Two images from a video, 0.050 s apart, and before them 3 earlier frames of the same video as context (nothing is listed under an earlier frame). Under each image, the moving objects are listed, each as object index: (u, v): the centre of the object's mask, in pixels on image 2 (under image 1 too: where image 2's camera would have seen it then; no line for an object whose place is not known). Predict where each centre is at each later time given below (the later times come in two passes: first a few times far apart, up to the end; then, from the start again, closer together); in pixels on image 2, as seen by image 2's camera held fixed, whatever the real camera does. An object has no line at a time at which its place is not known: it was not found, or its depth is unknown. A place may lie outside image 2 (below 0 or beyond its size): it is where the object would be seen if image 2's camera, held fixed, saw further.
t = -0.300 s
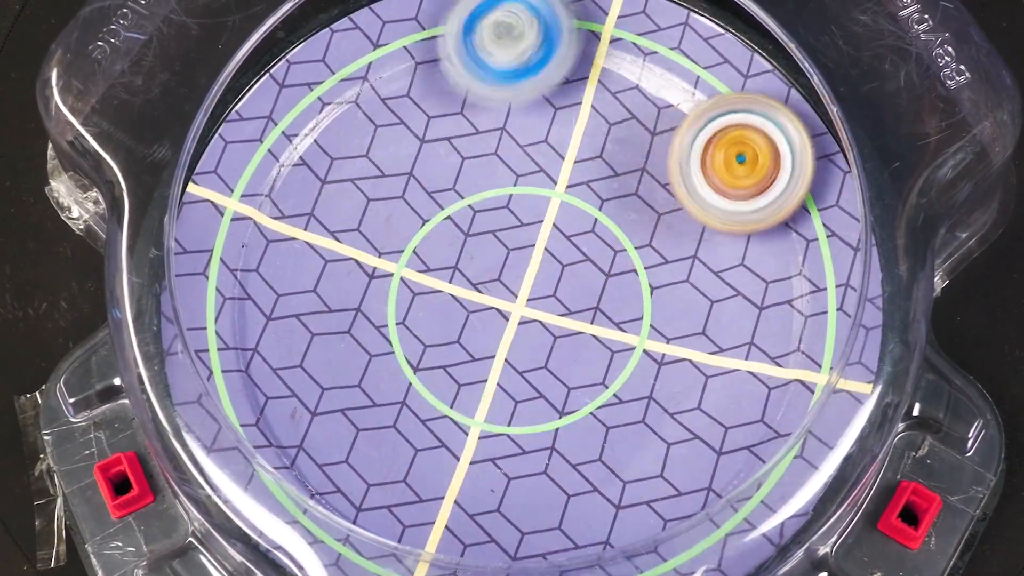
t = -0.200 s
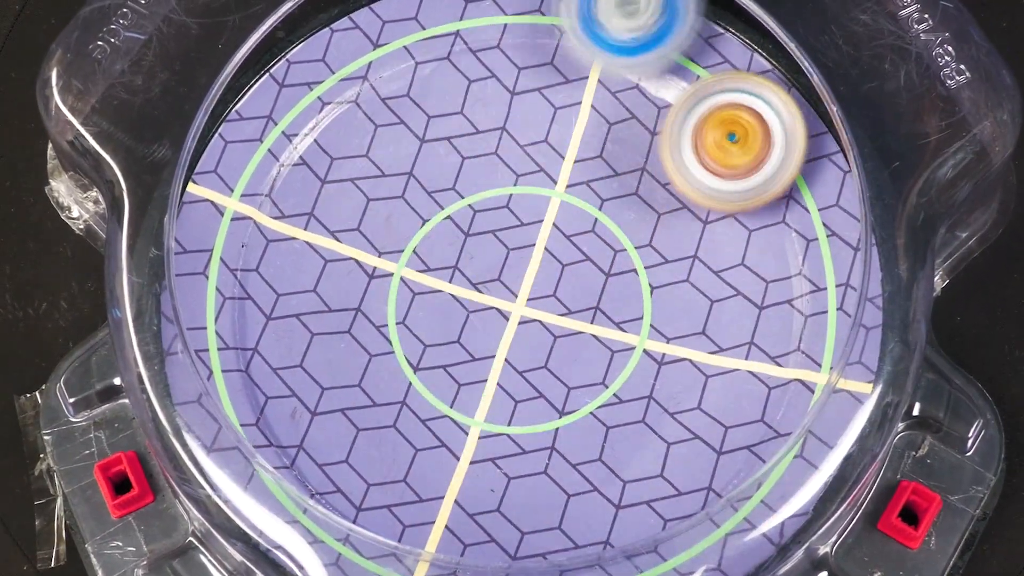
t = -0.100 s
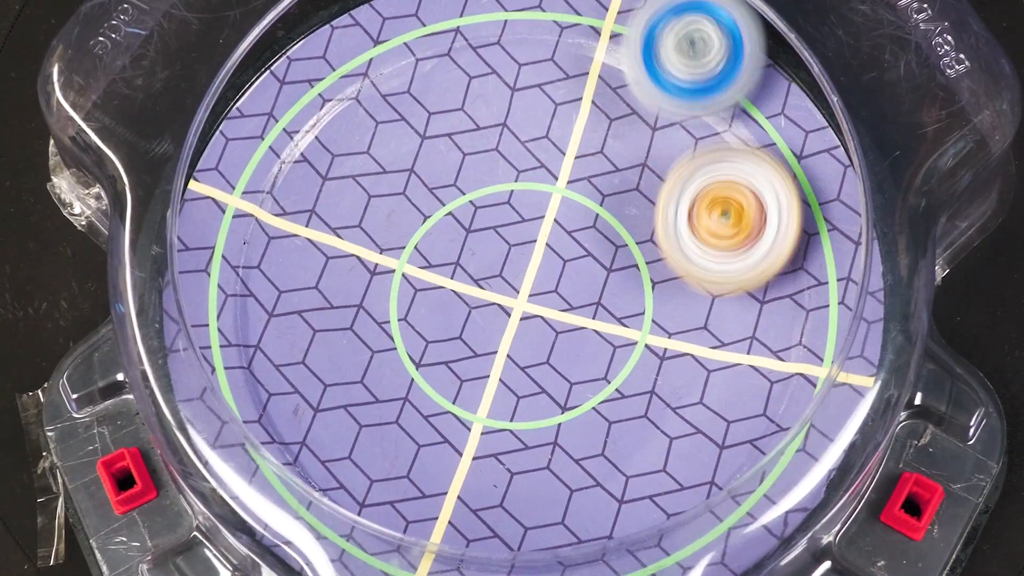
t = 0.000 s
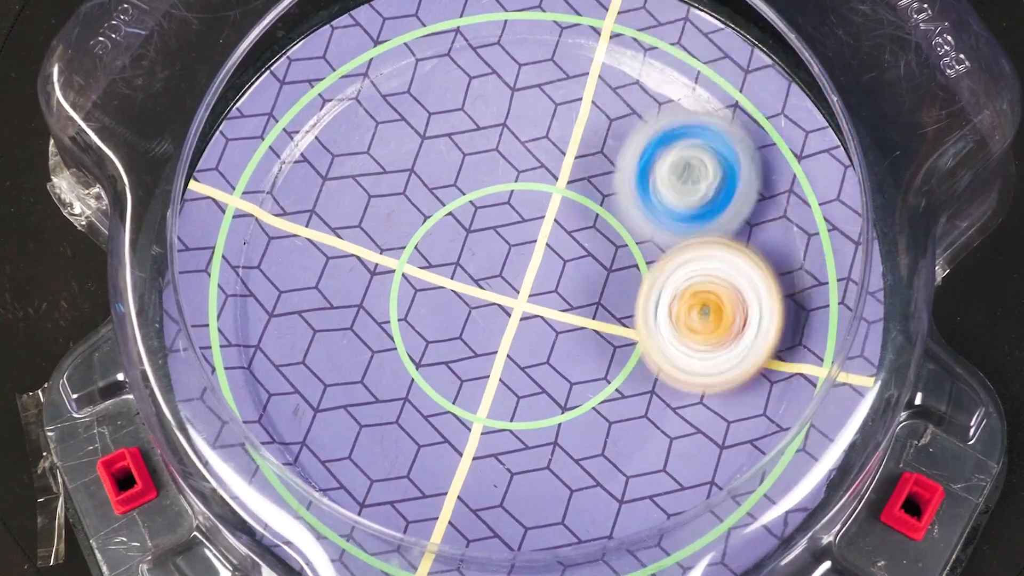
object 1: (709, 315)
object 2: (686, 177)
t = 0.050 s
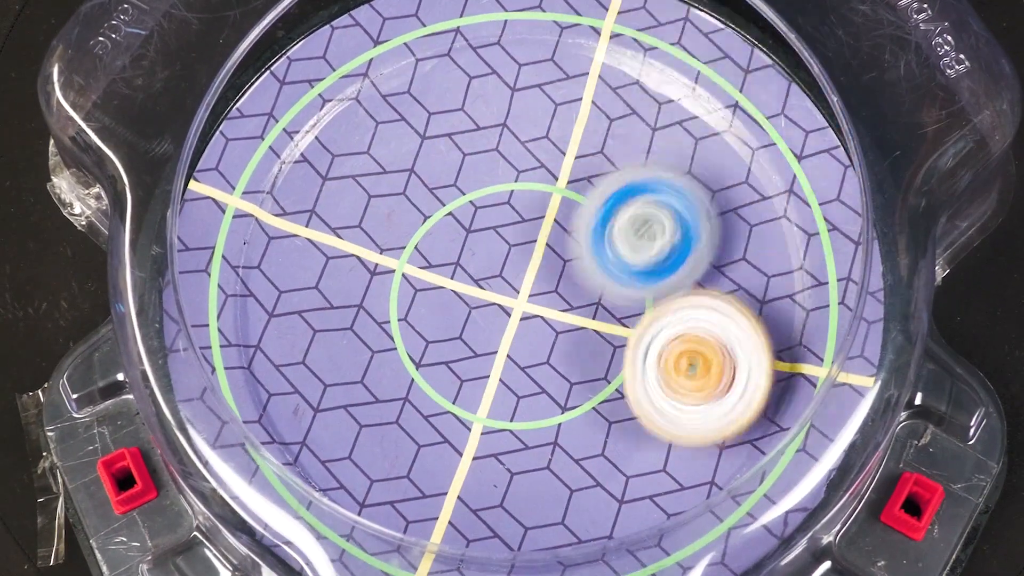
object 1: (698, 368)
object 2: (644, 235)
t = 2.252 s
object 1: (543, 507)
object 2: (659, 365)
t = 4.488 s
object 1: (525, 118)
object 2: (509, 351)
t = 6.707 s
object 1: (350, 498)
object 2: (439, 268)
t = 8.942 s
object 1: (636, 177)
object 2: (416, 275)
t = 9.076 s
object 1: (631, 224)
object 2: (464, 239)
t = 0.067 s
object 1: (694, 386)
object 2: (626, 248)
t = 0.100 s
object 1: (688, 415)
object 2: (583, 272)
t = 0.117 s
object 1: (684, 428)
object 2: (559, 281)
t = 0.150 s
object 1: (677, 443)
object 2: (509, 286)
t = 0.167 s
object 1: (676, 454)
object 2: (485, 287)
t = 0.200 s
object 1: (668, 458)
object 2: (440, 278)
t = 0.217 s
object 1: (666, 461)
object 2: (418, 270)
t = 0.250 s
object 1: (664, 464)
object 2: (380, 245)
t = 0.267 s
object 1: (664, 464)
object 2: (363, 230)
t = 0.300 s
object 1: (666, 461)
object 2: (338, 199)
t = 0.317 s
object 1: (668, 459)
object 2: (330, 179)
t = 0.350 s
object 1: (672, 454)
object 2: (318, 140)
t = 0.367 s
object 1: (675, 451)
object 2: (315, 121)
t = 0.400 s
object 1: (682, 443)
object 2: (334, 86)
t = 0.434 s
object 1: (689, 433)
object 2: (357, 60)
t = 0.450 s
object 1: (693, 428)
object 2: (365, 52)
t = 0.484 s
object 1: (701, 418)
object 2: (383, 37)
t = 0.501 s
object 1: (704, 412)
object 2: (392, 32)
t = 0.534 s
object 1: (708, 400)
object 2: (419, 29)
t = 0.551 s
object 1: (709, 395)
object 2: (435, 31)
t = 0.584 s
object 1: (709, 384)
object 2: (464, 37)
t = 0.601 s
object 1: (709, 379)
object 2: (480, 43)
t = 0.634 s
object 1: (706, 370)
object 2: (511, 59)
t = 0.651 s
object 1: (705, 365)
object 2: (526, 73)
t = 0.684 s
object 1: (702, 359)
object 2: (552, 111)
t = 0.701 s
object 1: (699, 356)
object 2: (562, 134)
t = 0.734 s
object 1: (694, 353)
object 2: (573, 178)
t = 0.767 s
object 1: (689, 352)
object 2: (572, 229)
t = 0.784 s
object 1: (687, 352)
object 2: (568, 248)
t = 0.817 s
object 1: (685, 355)
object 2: (548, 295)
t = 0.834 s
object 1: (687, 358)
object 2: (533, 310)
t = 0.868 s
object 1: (689, 365)
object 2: (497, 341)
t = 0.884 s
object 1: (690, 368)
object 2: (476, 354)
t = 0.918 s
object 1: (690, 373)
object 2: (432, 371)
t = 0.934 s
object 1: (690, 375)
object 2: (410, 376)
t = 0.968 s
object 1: (689, 380)
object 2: (369, 379)
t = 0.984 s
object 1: (688, 381)
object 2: (345, 377)
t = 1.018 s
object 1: (686, 384)
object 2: (306, 364)
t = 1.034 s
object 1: (684, 386)
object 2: (288, 357)
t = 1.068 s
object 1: (681, 388)
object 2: (256, 331)
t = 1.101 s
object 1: (677, 390)
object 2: (246, 296)
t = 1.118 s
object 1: (674, 391)
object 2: (243, 279)
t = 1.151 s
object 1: (667, 393)
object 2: (251, 238)
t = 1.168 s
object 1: (663, 394)
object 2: (258, 220)
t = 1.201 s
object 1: (656, 395)
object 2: (288, 183)
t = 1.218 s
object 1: (652, 396)
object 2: (307, 168)
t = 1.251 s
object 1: (644, 398)
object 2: (345, 151)
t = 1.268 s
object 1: (641, 399)
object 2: (365, 147)
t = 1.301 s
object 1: (632, 402)
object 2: (409, 148)
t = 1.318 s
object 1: (628, 403)
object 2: (431, 152)
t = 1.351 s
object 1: (620, 406)
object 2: (474, 172)
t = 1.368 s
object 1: (615, 406)
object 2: (491, 183)
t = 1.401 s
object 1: (607, 409)
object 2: (528, 214)
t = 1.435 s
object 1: (598, 411)
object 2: (552, 249)
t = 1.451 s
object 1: (594, 412)
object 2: (562, 271)
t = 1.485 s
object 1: (591, 450)
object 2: (569, 287)
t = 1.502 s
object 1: (590, 470)
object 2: (570, 290)
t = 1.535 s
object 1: (587, 501)
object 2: (570, 303)
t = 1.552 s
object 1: (587, 510)
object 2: (569, 313)
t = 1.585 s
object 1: (589, 518)
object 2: (565, 338)
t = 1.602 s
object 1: (592, 519)
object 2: (560, 351)
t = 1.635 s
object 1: (599, 515)
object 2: (545, 382)
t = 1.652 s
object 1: (602, 511)
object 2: (532, 394)
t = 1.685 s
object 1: (624, 517)
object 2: (493, 388)
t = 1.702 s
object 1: (635, 519)
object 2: (474, 379)
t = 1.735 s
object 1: (653, 524)
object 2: (441, 358)
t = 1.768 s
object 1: (661, 526)
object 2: (417, 330)
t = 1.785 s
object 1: (662, 527)
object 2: (408, 314)
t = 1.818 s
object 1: (660, 529)
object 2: (401, 278)
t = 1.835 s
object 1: (658, 529)
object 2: (401, 261)
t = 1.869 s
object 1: (653, 531)
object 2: (413, 227)
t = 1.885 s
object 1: (649, 532)
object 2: (423, 212)
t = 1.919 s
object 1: (642, 534)
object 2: (447, 187)
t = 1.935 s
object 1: (637, 534)
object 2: (463, 177)
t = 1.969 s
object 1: (629, 535)
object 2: (498, 161)
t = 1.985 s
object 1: (624, 535)
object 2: (518, 156)
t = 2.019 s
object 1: (614, 535)
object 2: (557, 157)
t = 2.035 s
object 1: (610, 535)
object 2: (577, 160)
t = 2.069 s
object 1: (599, 534)
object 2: (614, 177)
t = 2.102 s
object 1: (588, 533)
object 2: (644, 198)
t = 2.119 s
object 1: (581, 532)
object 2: (657, 215)
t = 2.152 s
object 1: (570, 529)
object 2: (675, 250)
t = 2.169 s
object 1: (564, 528)
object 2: (680, 268)
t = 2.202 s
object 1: (554, 523)
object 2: (682, 306)
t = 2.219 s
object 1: (550, 519)
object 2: (677, 328)
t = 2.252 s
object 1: (543, 507)
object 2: (659, 365)
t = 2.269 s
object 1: (541, 494)
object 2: (646, 383)
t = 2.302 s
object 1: (497, 509)
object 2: (636, 384)
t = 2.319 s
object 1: (470, 516)
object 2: (635, 377)
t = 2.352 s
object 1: (424, 516)
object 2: (627, 367)
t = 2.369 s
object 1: (404, 514)
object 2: (620, 365)
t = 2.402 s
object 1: (375, 501)
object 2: (598, 363)
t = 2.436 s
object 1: (353, 485)
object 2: (574, 357)
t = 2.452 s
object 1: (343, 476)
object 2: (558, 349)
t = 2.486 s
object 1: (329, 457)
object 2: (539, 331)
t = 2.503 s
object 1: (327, 444)
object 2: (529, 319)
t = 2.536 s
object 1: (325, 418)
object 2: (520, 292)
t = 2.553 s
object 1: (324, 405)
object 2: (517, 278)
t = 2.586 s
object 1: (323, 381)
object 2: (522, 248)
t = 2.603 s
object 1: (324, 369)
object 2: (526, 235)
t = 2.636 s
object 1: (326, 347)
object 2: (541, 212)
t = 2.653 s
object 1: (328, 335)
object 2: (551, 201)
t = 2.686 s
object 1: (332, 314)
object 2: (575, 186)
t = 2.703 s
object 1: (333, 305)
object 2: (587, 180)
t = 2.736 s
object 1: (336, 287)
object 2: (618, 178)
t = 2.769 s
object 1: (339, 270)
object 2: (646, 182)
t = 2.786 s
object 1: (340, 262)
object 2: (659, 189)
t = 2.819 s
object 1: (342, 249)
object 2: (681, 209)
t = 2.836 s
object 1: (342, 243)
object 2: (689, 223)
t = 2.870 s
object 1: (343, 233)
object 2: (694, 253)
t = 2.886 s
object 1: (343, 229)
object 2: (693, 269)
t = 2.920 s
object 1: (342, 223)
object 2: (678, 301)
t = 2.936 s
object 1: (340, 221)
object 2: (666, 316)
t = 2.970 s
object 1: (336, 219)
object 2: (636, 338)
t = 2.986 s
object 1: (333, 218)
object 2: (617, 346)
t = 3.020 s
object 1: (327, 219)
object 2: (580, 354)
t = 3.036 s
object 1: (323, 220)
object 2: (559, 353)
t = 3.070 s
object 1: (315, 224)
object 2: (523, 347)
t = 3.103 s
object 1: (305, 230)
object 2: (488, 328)
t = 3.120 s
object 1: (299, 233)
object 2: (474, 318)
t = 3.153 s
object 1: (288, 240)
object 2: (448, 290)
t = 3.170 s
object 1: (282, 244)
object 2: (440, 277)
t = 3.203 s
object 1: (270, 252)
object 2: (427, 244)
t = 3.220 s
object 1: (264, 255)
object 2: (423, 228)
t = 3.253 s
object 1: (254, 262)
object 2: (424, 195)
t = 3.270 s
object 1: (252, 267)
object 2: (427, 179)
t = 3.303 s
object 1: (256, 280)
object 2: (439, 147)
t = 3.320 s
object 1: (261, 286)
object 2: (448, 133)
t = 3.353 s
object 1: (271, 296)
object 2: (471, 111)
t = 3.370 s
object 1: (276, 300)
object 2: (487, 101)
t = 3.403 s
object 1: (286, 307)
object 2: (516, 89)
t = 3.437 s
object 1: (296, 310)
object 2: (554, 88)
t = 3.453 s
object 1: (302, 311)
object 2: (571, 90)
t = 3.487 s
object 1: (312, 311)
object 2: (602, 104)
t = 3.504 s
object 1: (316, 311)
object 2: (618, 113)
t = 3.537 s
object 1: (325, 309)
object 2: (642, 142)
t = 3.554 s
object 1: (329, 308)
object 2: (652, 155)
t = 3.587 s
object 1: (338, 303)
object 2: (659, 192)
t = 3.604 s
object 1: (341, 300)
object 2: (663, 212)
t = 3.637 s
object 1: (348, 294)
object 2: (655, 250)
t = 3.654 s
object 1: (351, 291)
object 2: (651, 268)
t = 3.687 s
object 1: (358, 284)
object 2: (629, 303)
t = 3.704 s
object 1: (362, 281)
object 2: (616, 319)
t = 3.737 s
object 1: (368, 273)
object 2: (584, 343)
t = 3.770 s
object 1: (375, 266)
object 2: (547, 360)
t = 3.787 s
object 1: (378, 262)
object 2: (529, 365)
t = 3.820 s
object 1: (385, 255)
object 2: (489, 372)
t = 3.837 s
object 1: (387, 250)
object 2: (471, 371)
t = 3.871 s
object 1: (371, 191)
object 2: (460, 413)
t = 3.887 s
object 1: (362, 164)
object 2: (456, 433)
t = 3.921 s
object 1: (348, 111)
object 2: (443, 461)
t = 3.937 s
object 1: (344, 84)
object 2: (433, 471)
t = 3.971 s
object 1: (345, 53)
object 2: (410, 483)
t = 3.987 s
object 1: (347, 46)
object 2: (395, 484)
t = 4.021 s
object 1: (351, 35)
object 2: (365, 482)
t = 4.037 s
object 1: (351, 35)
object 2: (350, 479)
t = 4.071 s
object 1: (354, 40)
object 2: (320, 459)
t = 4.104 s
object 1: (356, 45)
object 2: (297, 429)
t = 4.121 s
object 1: (358, 48)
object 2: (289, 411)
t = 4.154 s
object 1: (363, 58)
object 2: (280, 376)
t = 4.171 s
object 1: (367, 60)
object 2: (279, 358)
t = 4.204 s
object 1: (375, 72)
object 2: (284, 327)
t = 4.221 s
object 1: (381, 83)
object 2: (291, 311)
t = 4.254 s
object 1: (392, 103)
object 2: (312, 286)
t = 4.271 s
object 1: (398, 112)
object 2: (324, 273)
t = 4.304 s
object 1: (415, 126)
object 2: (354, 262)
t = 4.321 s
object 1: (426, 124)
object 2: (368, 266)
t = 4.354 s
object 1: (449, 120)
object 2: (398, 273)
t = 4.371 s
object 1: (461, 120)
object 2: (414, 278)
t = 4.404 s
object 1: (480, 119)
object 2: (445, 295)
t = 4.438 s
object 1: (499, 119)
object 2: (473, 314)
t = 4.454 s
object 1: (507, 118)
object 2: (486, 326)
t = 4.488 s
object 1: (525, 118)
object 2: (509, 351)
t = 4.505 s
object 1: (536, 117)
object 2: (517, 364)
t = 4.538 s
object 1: (555, 114)
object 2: (531, 390)
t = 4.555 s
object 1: (563, 114)
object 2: (534, 405)
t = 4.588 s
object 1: (581, 111)
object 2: (538, 432)
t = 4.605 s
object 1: (590, 110)
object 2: (537, 445)
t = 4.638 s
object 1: (607, 108)
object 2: (527, 469)
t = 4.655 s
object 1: (614, 107)
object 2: (521, 481)
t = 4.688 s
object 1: (627, 106)
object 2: (504, 492)
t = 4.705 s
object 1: (634, 104)
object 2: (491, 503)
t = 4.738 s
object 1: (644, 103)
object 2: (465, 507)
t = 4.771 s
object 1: (654, 102)
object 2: (437, 499)
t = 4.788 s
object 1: (657, 102)
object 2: (425, 490)
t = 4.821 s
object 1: (664, 101)
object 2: (408, 466)
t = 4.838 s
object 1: (667, 100)
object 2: (403, 452)
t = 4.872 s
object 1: (670, 101)
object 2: (404, 421)
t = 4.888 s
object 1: (672, 101)
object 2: (408, 408)
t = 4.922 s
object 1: (673, 102)
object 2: (423, 376)
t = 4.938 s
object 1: (673, 103)
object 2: (433, 365)
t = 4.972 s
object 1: (673, 105)
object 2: (457, 341)
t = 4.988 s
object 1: (673, 107)
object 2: (471, 329)
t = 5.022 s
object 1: (672, 110)
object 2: (502, 310)
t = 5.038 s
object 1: (671, 112)
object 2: (519, 305)
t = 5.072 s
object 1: (669, 117)
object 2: (552, 294)
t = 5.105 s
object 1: (665, 123)
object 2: (584, 287)
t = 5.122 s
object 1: (664, 127)
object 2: (603, 288)
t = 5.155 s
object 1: (659, 135)
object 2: (636, 286)
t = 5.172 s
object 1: (656, 139)
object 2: (650, 287)
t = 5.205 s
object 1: (651, 148)
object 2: (679, 293)
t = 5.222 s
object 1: (648, 154)
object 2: (693, 298)
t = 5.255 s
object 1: (644, 166)
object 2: (718, 315)
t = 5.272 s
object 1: (643, 171)
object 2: (730, 326)
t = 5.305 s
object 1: (640, 184)
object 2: (745, 346)
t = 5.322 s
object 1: (639, 189)
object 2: (749, 358)
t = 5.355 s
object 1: (638, 201)
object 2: (748, 385)
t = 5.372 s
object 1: (637, 207)
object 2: (746, 398)
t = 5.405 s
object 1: (636, 218)
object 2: (730, 419)
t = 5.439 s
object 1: (637, 229)
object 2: (704, 433)
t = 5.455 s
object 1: (636, 234)
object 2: (689, 438)
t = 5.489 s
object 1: (637, 245)
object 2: (657, 441)
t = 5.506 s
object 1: (637, 250)
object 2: (638, 437)
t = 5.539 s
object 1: (638, 260)
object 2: (607, 421)
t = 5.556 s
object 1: (638, 267)
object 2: (594, 410)
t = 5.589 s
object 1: (648, 255)
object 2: (561, 405)
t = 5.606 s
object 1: (656, 241)
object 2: (537, 407)
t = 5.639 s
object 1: (669, 216)
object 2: (505, 400)
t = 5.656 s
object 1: (672, 208)
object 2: (490, 390)
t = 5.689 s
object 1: (675, 195)
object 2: (467, 368)
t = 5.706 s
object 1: (675, 192)
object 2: (457, 356)
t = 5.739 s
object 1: (672, 192)
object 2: (442, 327)
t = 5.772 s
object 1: (667, 197)
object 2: (437, 297)
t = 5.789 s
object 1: (663, 202)
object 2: (434, 280)
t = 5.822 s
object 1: (656, 209)
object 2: (433, 249)
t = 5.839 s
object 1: (652, 214)
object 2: (437, 233)
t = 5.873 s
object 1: (645, 222)
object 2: (445, 204)
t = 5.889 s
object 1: (641, 226)
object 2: (449, 190)
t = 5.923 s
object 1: (634, 235)
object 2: (465, 164)
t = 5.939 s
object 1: (630, 239)
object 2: (474, 152)
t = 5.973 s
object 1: (622, 249)
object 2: (495, 131)
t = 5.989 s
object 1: (618, 252)
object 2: (505, 122)
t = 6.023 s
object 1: (611, 262)
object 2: (534, 109)
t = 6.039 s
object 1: (608, 266)
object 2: (549, 104)
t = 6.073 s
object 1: (601, 275)
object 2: (580, 100)
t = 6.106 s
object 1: (592, 283)
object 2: (609, 102)
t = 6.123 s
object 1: (588, 287)
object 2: (623, 107)
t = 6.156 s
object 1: (581, 295)
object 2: (650, 120)
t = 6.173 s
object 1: (577, 299)
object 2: (660, 129)
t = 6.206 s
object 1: (570, 307)
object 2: (677, 153)
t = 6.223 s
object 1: (566, 310)
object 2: (684, 167)
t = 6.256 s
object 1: (558, 318)
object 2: (690, 196)
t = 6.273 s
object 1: (555, 322)
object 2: (688, 213)
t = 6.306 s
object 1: (547, 328)
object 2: (680, 247)
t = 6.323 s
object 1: (543, 332)
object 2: (676, 260)
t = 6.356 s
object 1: (517, 346)
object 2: (670, 279)
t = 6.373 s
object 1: (497, 359)
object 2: (671, 288)
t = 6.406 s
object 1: (462, 378)
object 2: (660, 303)
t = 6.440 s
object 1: (429, 397)
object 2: (639, 319)
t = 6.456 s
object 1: (415, 406)
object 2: (625, 327)
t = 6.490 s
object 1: (388, 427)
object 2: (597, 336)
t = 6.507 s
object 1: (376, 437)
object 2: (583, 338)
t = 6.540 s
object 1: (357, 456)
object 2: (554, 339)
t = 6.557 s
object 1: (350, 466)
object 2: (540, 337)
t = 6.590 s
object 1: (343, 477)
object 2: (511, 329)
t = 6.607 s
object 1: (344, 481)
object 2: (498, 324)
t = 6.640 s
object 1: (347, 489)
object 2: (473, 308)
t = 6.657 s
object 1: (348, 492)
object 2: (462, 297)
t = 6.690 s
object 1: (350, 497)
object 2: (446, 278)
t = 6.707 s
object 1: (350, 498)
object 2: (439, 268)
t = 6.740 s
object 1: (350, 501)
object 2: (428, 245)
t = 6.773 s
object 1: (349, 502)
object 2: (424, 219)
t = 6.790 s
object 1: (348, 502)
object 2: (424, 206)
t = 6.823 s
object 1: (347, 502)
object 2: (428, 183)
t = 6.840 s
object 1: (346, 502)
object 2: (432, 173)
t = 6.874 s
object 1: (345, 502)
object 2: (447, 152)
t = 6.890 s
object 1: (345, 502)
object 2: (456, 145)
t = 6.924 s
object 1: (343, 500)
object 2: (476, 132)
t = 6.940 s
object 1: (343, 499)
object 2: (489, 128)
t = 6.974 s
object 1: (340, 495)
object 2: (513, 127)
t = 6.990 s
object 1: (340, 492)
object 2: (526, 130)
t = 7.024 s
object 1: (338, 487)
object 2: (551, 141)
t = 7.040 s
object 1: (337, 484)
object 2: (562, 148)
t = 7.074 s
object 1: (334, 477)
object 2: (579, 168)
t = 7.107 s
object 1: (336, 467)
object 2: (589, 193)
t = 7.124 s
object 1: (337, 466)
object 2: (592, 207)
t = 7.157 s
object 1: (347, 456)
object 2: (593, 234)
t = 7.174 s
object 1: (357, 447)
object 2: (592, 247)
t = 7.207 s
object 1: (366, 437)
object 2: (583, 273)
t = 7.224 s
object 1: (374, 428)
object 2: (576, 285)
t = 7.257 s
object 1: (387, 413)
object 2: (560, 306)
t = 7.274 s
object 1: (392, 404)
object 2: (551, 317)
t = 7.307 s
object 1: (398, 391)
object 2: (533, 330)
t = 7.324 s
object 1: (373, 392)
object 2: (545, 326)
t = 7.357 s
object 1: (329, 390)
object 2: (564, 322)
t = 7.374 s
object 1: (313, 388)
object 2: (571, 319)
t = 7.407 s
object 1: (290, 379)
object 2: (577, 319)
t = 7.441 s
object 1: (281, 371)
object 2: (576, 323)
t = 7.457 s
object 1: (280, 367)
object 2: (571, 328)
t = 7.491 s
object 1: (280, 361)
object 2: (559, 337)
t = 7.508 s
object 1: (281, 357)
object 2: (553, 341)
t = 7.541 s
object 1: (285, 351)
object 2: (536, 346)
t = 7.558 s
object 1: (287, 347)
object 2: (526, 344)
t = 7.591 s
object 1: (296, 339)
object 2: (509, 340)
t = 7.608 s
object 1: (301, 336)
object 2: (499, 335)
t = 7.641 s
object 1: (309, 329)
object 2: (486, 323)
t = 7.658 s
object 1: (314, 325)
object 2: (483, 315)
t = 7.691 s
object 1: (325, 317)
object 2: (477, 299)
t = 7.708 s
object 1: (330, 314)
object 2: (475, 288)
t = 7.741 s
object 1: (340, 306)
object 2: (482, 270)
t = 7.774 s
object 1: (350, 298)
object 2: (491, 255)
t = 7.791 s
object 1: (356, 294)
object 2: (497, 248)
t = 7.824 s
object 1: (367, 286)
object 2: (513, 237)
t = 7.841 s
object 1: (372, 282)
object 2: (522, 236)
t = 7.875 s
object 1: (382, 274)
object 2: (541, 233)
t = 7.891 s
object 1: (389, 270)
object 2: (551, 233)
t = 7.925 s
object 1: (402, 260)
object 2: (570, 240)
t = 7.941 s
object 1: (409, 256)
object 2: (578, 245)
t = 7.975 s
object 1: (423, 245)
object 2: (590, 257)
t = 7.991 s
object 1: (430, 239)
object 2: (593, 266)
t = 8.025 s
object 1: (448, 227)
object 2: (595, 284)
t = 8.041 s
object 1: (456, 220)
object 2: (595, 292)
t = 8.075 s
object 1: (473, 209)
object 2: (587, 307)
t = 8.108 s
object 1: (491, 194)
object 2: (573, 323)
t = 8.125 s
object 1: (502, 187)
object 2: (565, 327)
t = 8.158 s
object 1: (521, 172)
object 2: (546, 330)
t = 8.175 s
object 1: (530, 165)
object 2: (535, 329)
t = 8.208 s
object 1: (546, 152)
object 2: (516, 325)
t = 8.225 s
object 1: (553, 145)
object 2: (506, 321)
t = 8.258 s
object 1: (569, 131)
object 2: (491, 309)
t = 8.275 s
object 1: (576, 126)
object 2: (487, 302)
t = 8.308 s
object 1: (586, 115)
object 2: (477, 285)
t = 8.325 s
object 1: (591, 111)
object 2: (478, 275)
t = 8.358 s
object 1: (599, 103)
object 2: (480, 258)
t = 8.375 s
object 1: (601, 100)
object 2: (482, 248)
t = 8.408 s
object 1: (607, 96)
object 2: (491, 233)
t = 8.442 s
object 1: (611, 94)
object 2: (504, 222)
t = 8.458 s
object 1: (611, 94)
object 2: (512, 218)
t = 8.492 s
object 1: (614, 94)
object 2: (531, 214)
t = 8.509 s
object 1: (617, 92)
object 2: (535, 219)
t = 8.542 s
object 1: (622, 90)
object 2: (540, 230)
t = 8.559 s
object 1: (625, 90)
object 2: (542, 238)
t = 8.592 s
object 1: (628, 92)
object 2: (543, 254)
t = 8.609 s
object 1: (628, 94)
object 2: (540, 263)
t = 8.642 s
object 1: (630, 98)
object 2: (530, 282)
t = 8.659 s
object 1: (631, 101)
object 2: (524, 289)
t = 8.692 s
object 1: (632, 108)
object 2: (512, 302)
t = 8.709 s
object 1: (633, 110)
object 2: (504, 309)
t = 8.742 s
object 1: (634, 119)
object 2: (484, 316)
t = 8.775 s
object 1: (635, 127)
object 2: (468, 318)
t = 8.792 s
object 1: (634, 131)
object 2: (459, 319)
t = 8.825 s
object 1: (635, 140)
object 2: (439, 314)
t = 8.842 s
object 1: (636, 146)
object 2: (435, 311)
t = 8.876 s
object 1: (636, 156)
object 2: (422, 301)
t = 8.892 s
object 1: (636, 162)
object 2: (419, 294)
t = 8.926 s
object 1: (637, 172)
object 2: (416, 282)
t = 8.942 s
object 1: (636, 177)
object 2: (416, 275)
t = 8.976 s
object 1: (635, 188)
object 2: (422, 261)
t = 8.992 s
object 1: (634, 194)
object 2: (426, 255)
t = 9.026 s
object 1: (633, 205)
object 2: (440, 245)
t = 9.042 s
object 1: (633, 211)
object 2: (446, 243)
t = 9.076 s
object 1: (631, 224)
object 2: (464, 239)
